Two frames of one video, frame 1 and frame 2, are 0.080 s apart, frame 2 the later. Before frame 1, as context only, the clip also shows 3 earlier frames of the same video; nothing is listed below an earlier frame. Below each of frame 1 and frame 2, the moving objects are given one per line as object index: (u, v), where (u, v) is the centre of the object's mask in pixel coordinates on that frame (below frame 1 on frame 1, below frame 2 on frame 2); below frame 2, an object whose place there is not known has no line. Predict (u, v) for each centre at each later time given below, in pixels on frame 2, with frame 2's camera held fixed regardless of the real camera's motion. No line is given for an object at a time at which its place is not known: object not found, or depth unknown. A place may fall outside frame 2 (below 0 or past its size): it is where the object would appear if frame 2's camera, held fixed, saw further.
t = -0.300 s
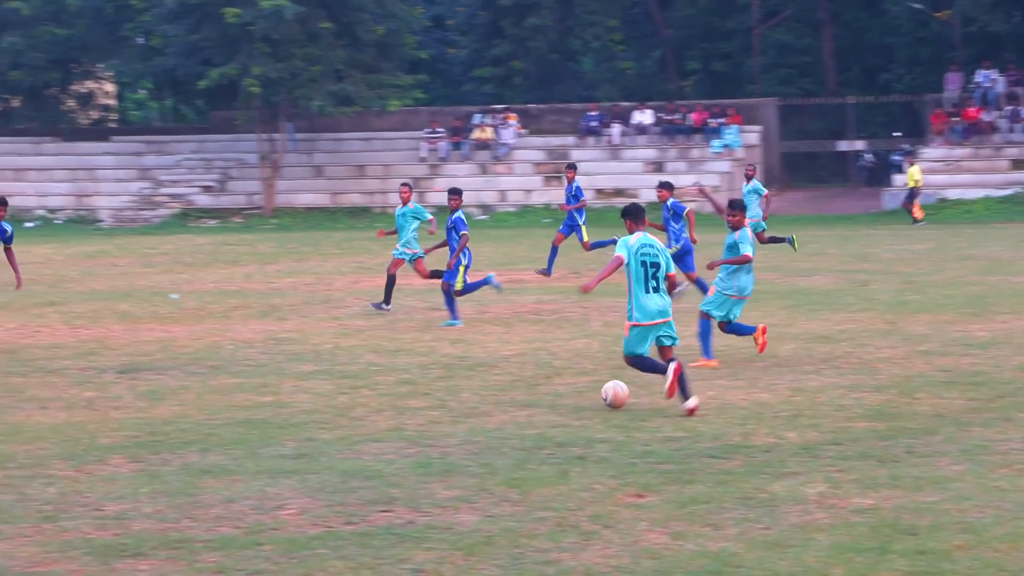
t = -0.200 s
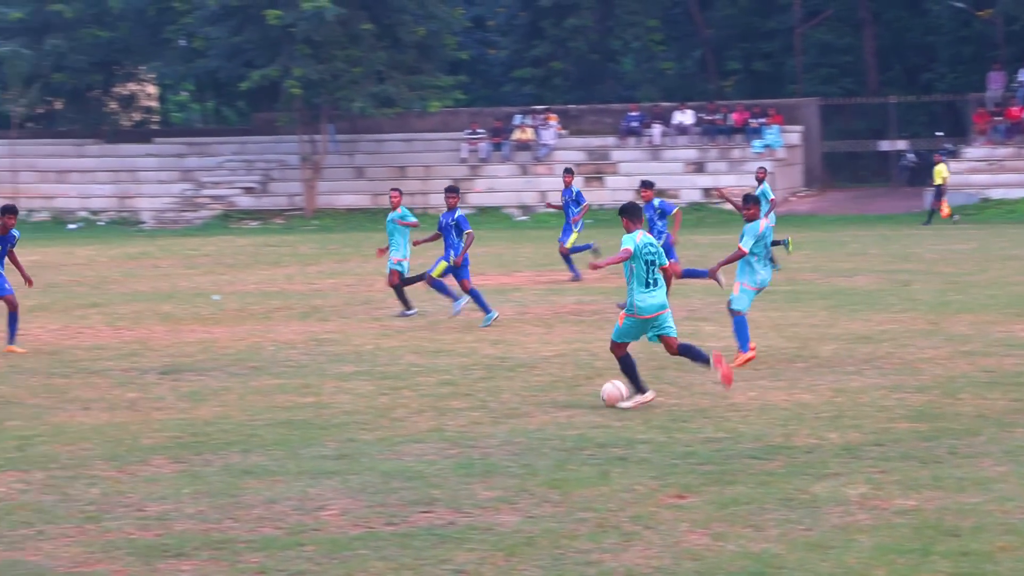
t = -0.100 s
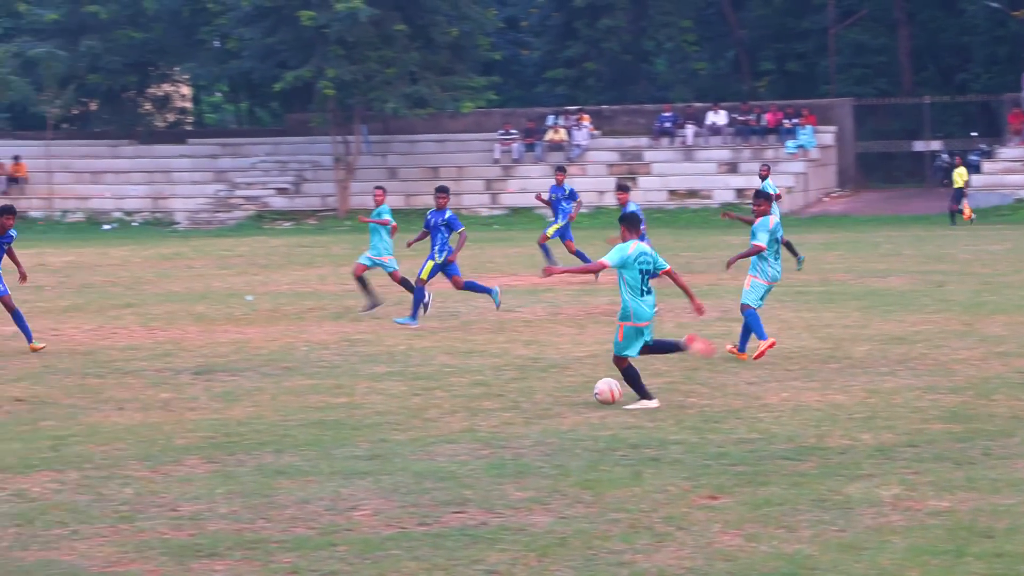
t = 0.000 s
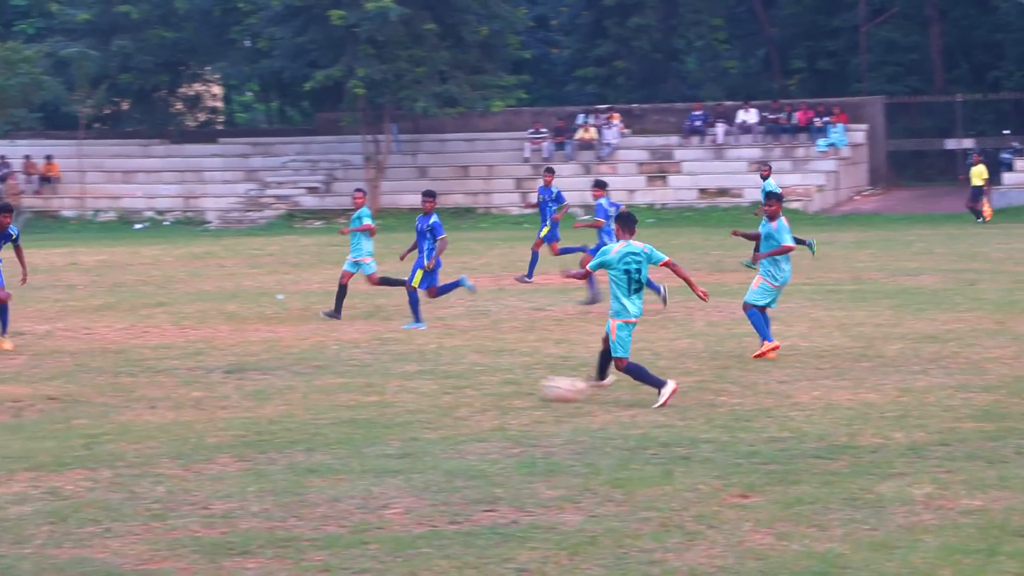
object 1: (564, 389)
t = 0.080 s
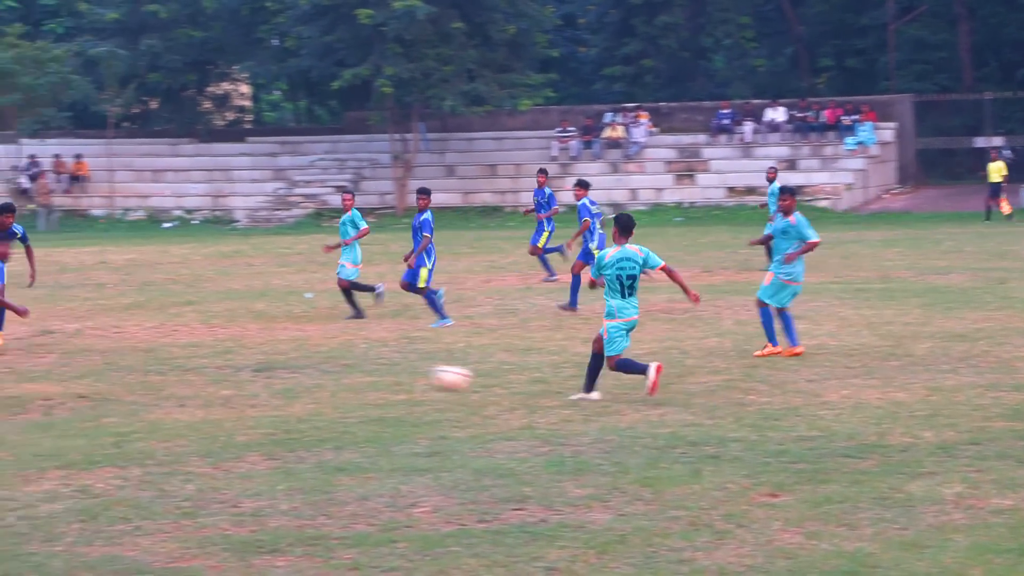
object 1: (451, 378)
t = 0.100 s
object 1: (419, 377)
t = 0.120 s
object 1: (386, 376)
